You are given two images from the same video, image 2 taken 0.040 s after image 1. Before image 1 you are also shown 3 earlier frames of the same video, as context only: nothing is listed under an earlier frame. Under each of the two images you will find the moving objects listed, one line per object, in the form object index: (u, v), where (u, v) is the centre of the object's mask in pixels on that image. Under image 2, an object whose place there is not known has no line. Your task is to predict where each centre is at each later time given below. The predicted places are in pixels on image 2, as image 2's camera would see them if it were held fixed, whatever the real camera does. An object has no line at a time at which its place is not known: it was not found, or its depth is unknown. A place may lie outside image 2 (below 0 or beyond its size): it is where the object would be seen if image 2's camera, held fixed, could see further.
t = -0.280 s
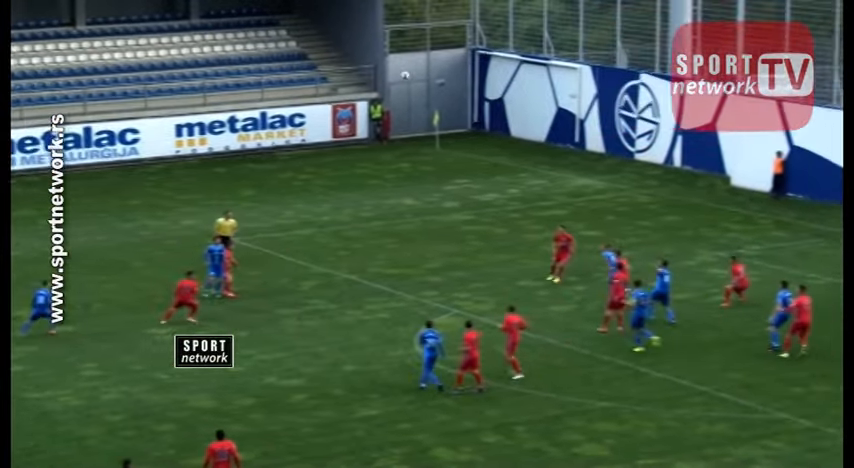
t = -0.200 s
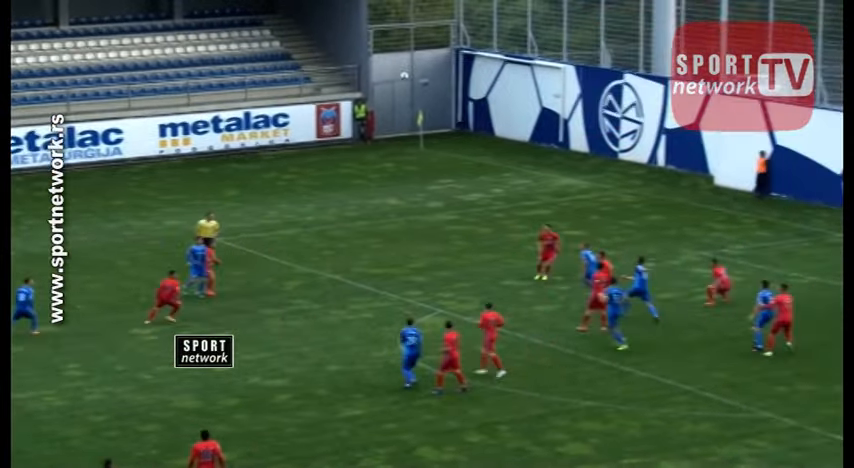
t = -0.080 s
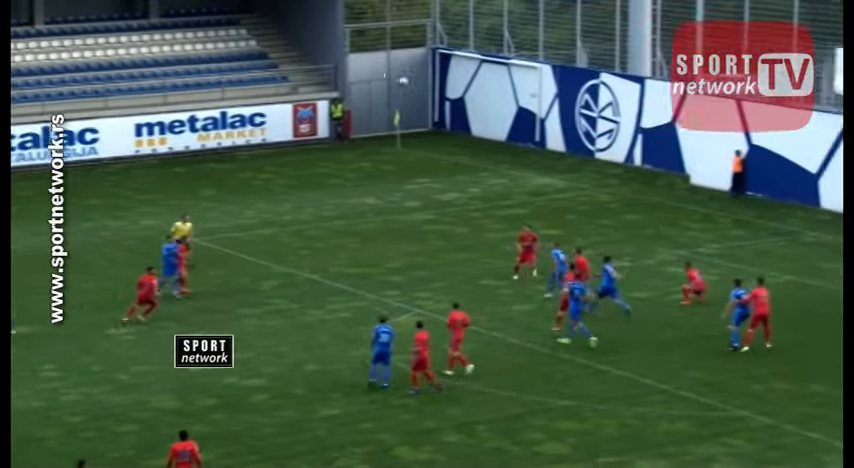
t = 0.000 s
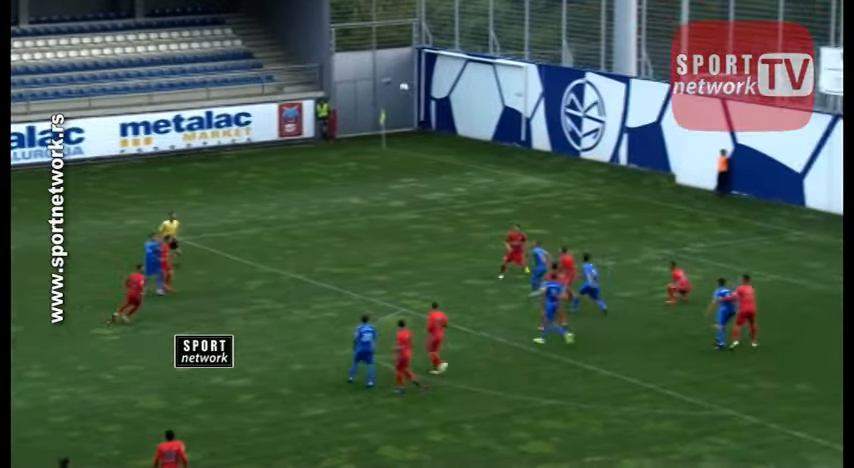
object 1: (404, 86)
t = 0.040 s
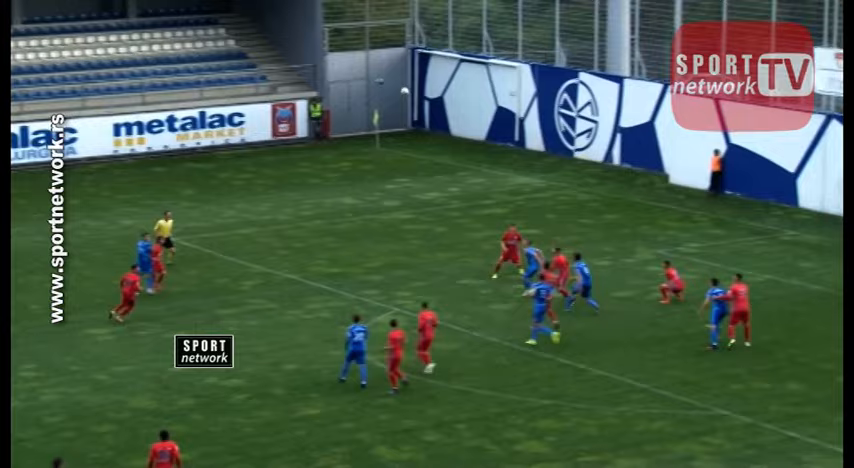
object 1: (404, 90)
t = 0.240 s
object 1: (441, 119)
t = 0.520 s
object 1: (491, 179)
